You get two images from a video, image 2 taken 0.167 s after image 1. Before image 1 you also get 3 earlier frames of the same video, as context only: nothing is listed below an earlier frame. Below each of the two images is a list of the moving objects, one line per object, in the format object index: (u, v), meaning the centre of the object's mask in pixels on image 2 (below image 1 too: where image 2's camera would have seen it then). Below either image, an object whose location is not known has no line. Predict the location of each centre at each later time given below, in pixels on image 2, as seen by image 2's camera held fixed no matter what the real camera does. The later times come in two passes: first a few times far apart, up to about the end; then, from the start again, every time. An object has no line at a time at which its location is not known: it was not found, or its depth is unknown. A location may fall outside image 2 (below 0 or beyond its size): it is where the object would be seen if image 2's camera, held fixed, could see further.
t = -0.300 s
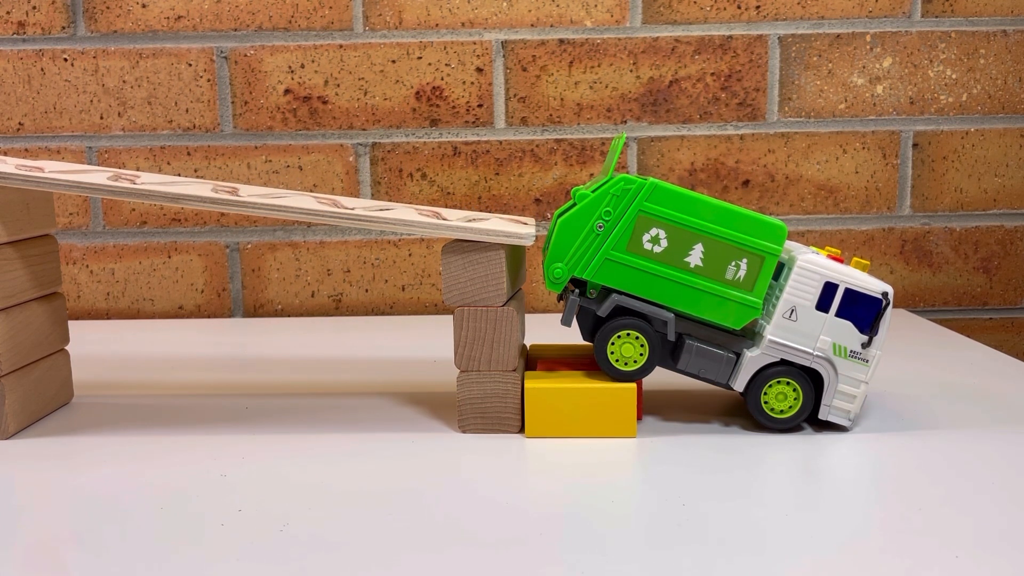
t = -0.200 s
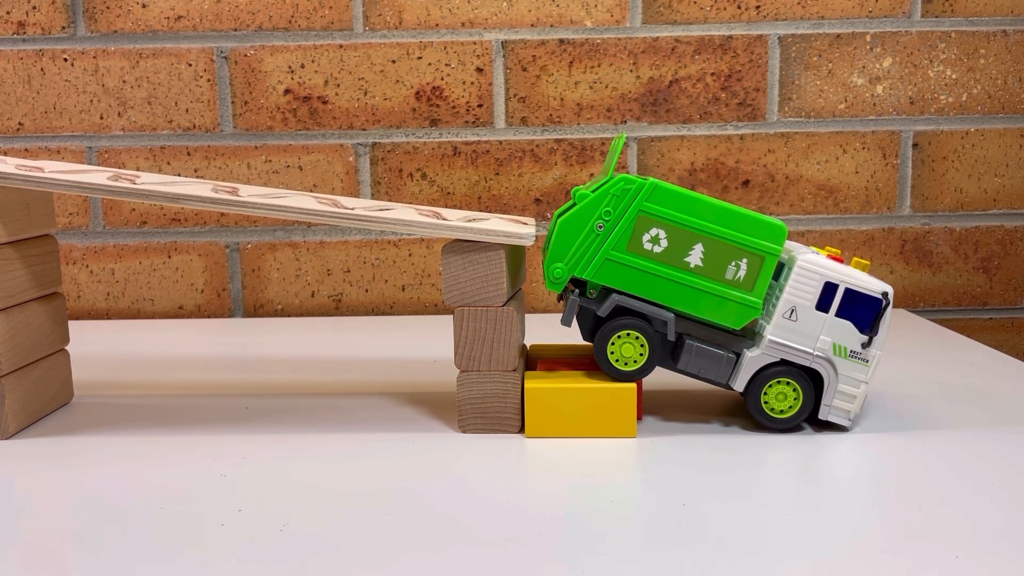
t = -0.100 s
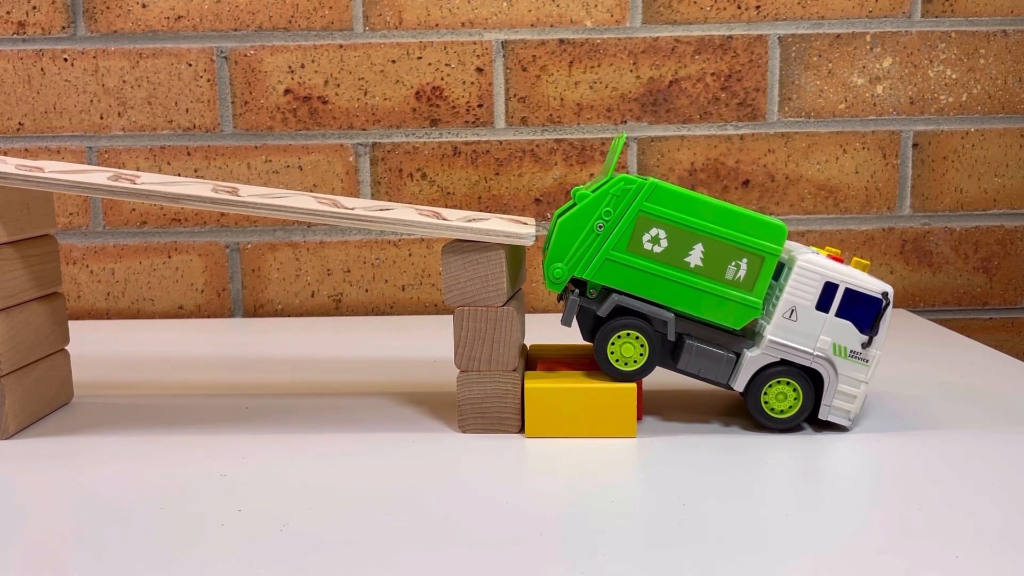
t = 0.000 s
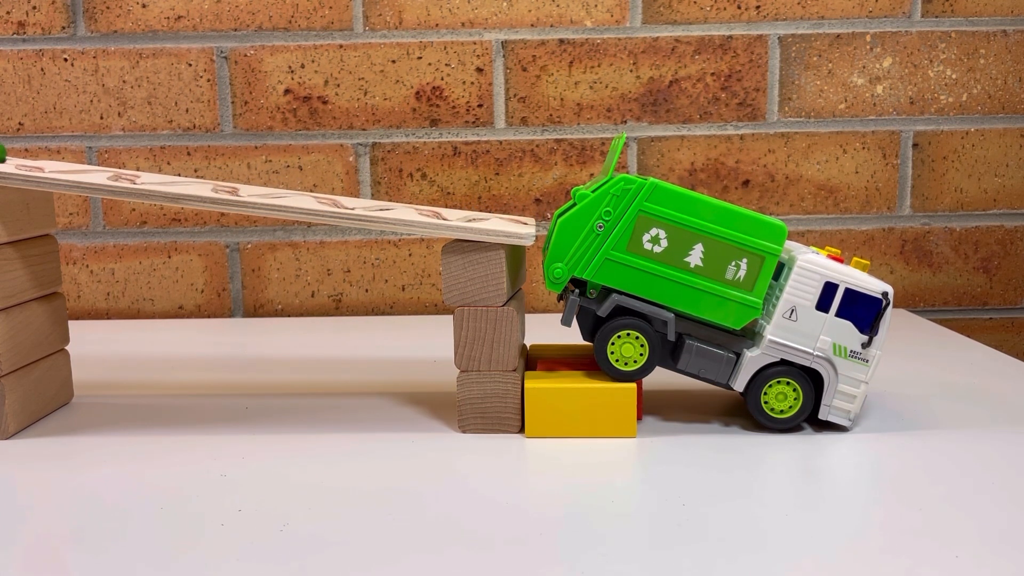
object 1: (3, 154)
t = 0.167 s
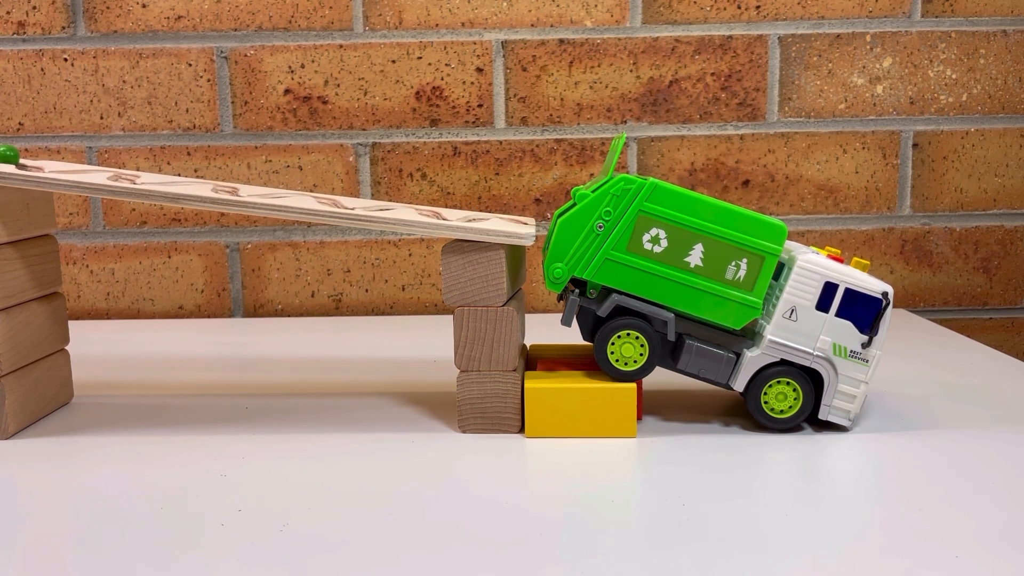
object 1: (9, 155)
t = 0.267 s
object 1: (28, 160)
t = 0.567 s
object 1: (86, 164)
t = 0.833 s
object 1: (122, 172)
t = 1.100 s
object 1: (179, 176)
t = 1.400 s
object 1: (227, 184)
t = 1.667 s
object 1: (278, 188)
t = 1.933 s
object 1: (329, 195)
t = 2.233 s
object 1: (387, 201)
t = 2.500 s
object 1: (430, 207)
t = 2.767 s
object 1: (470, 213)
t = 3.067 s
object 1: (512, 213)
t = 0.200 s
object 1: (13, 156)
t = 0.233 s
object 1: (19, 158)
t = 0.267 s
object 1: (28, 160)
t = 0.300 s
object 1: (31, 161)
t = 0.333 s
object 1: (30, 161)
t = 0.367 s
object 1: (30, 162)
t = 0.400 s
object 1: (35, 163)
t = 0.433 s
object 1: (48, 163)
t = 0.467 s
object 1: (62, 164)
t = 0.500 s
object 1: (70, 164)
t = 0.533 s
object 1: (80, 164)
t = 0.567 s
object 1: (86, 164)
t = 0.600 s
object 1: (95, 164)
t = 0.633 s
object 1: (105, 164)
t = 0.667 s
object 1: (118, 167)
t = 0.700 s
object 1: (126, 167)
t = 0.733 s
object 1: (127, 169)
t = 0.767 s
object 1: (127, 171)
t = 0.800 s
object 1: (126, 171)
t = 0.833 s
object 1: (122, 172)
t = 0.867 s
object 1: (122, 172)
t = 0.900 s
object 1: (121, 173)
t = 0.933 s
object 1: (125, 174)
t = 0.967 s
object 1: (137, 174)
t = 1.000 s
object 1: (151, 176)
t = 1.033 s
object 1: (162, 176)
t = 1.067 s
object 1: (169, 176)
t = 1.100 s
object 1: (179, 176)
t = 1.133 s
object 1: (185, 176)
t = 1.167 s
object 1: (192, 176)
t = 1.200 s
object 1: (201, 176)
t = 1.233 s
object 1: (212, 176)
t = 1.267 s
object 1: (221, 179)
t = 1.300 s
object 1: (226, 182)
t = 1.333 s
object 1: (228, 182)
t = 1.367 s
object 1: (226, 183)
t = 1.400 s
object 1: (227, 184)
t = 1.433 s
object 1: (226, 184)
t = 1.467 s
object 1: (226, 185)
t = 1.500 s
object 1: (231, 186)
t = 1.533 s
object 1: (243, 187)
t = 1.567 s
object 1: (257, 189)
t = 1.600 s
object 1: (265, 189)
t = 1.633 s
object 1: (273, 189)
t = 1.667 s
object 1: (278, 188)
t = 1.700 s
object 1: (284, 188)
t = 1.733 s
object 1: (291, 188)
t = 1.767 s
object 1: (299, 187)
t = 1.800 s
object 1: (310, 189)
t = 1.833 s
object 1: (320, 191)
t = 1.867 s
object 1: (326, 193)
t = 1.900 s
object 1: (328, 195)
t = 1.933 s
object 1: (329, 195)
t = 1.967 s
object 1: (331, 196)
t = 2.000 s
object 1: (332, 197)
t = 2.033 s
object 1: (338, 199)
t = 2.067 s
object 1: (349, 200)
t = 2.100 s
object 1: (362, 202)
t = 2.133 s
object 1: (371, 202)
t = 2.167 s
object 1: (377, 202)
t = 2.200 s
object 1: (383, 201)
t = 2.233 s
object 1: (387, 201)
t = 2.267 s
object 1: (393, 200)
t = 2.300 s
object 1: (400, 200)
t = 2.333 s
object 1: (412, 201)
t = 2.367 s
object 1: (420, 202)
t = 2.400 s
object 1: (428, 203)
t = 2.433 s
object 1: (429, 205)
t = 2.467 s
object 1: (429, 207)
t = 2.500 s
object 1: (430, 207)
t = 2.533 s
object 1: (430, 208)
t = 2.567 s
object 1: (431, 208)
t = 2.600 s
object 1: (432, 209)
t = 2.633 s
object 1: (435, 210)
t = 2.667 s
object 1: (442, 211)
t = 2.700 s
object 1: (452, 212)
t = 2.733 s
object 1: (464, 213)
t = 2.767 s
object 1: (470, 213)
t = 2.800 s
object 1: (474, 213)
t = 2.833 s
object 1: (476, 212)
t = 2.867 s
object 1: (478, 212)
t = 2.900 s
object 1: (481, 211)
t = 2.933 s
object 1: (486, 211)
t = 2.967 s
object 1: (494, 210)
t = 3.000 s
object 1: (504, 211)
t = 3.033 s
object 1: (511, 212)
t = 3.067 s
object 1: (512, 213)
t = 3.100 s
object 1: (516, 214)
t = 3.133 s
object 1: (523, 216)
